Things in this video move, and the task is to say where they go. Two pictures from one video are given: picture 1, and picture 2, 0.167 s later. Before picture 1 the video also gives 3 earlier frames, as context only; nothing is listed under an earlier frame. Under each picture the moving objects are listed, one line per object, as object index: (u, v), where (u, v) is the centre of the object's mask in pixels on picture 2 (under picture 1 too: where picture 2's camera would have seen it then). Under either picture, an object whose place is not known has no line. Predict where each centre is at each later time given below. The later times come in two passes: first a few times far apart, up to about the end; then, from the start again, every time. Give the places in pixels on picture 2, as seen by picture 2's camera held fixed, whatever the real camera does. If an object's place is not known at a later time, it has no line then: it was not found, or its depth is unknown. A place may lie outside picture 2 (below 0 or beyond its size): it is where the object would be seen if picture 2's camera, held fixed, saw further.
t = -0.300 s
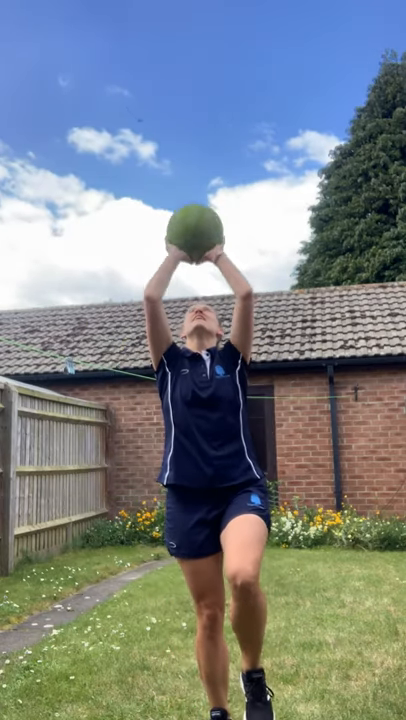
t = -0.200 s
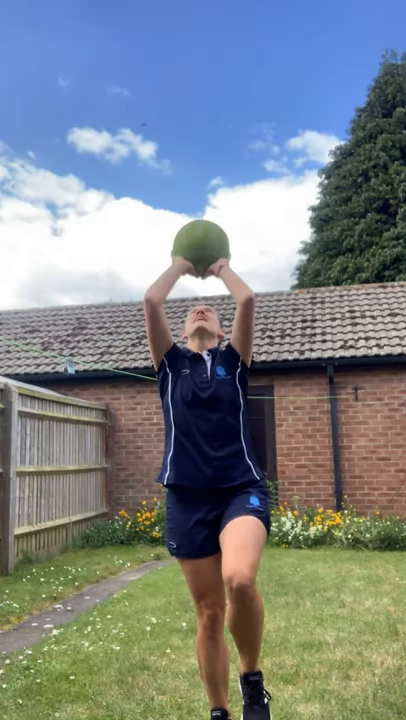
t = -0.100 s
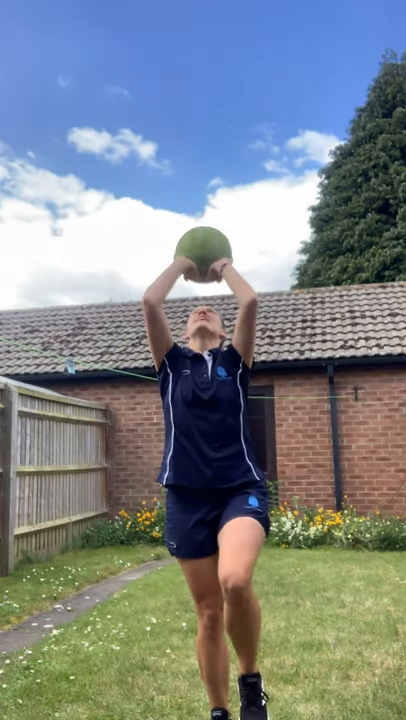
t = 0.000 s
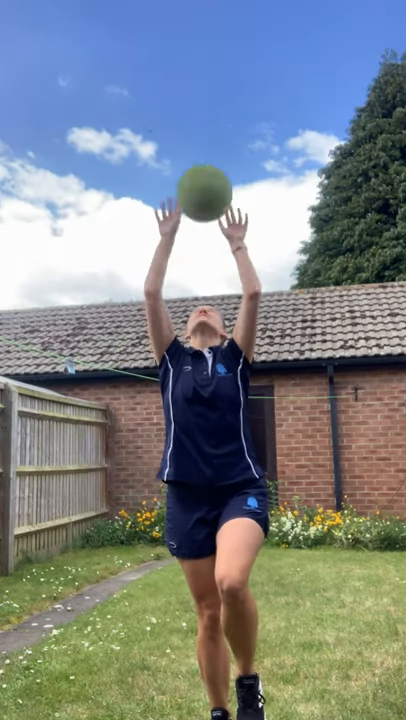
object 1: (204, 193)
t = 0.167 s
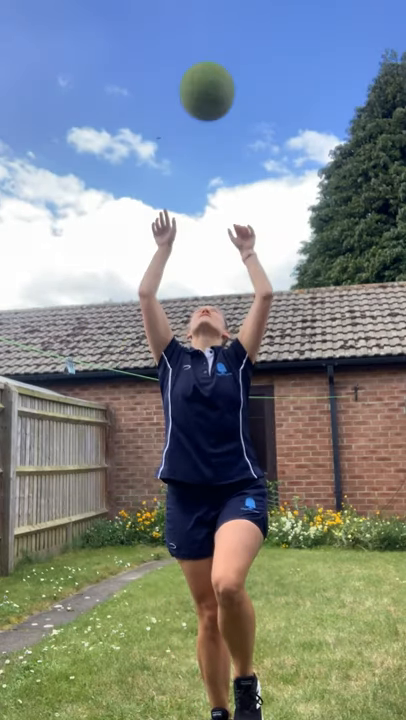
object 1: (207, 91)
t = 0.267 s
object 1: (209, 60)
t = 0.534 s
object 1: (217, 79)
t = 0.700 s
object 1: (224, 173)
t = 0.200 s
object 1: (207, 78)
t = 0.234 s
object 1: (208, 68)
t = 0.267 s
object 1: (209, 60)
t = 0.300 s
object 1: (209, 54)
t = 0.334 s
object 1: (210, 51)
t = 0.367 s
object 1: (211, 50)
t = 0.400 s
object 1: (212, 51)
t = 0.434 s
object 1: (213, 54)
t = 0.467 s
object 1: (214, 60)
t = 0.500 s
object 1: (216, 68)
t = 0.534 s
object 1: (217, 79)
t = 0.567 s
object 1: (218, 92)
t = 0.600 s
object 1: (219, 108)
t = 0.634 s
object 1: (221, 127)
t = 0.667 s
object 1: (222, 149)
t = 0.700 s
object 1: (224, 173)
